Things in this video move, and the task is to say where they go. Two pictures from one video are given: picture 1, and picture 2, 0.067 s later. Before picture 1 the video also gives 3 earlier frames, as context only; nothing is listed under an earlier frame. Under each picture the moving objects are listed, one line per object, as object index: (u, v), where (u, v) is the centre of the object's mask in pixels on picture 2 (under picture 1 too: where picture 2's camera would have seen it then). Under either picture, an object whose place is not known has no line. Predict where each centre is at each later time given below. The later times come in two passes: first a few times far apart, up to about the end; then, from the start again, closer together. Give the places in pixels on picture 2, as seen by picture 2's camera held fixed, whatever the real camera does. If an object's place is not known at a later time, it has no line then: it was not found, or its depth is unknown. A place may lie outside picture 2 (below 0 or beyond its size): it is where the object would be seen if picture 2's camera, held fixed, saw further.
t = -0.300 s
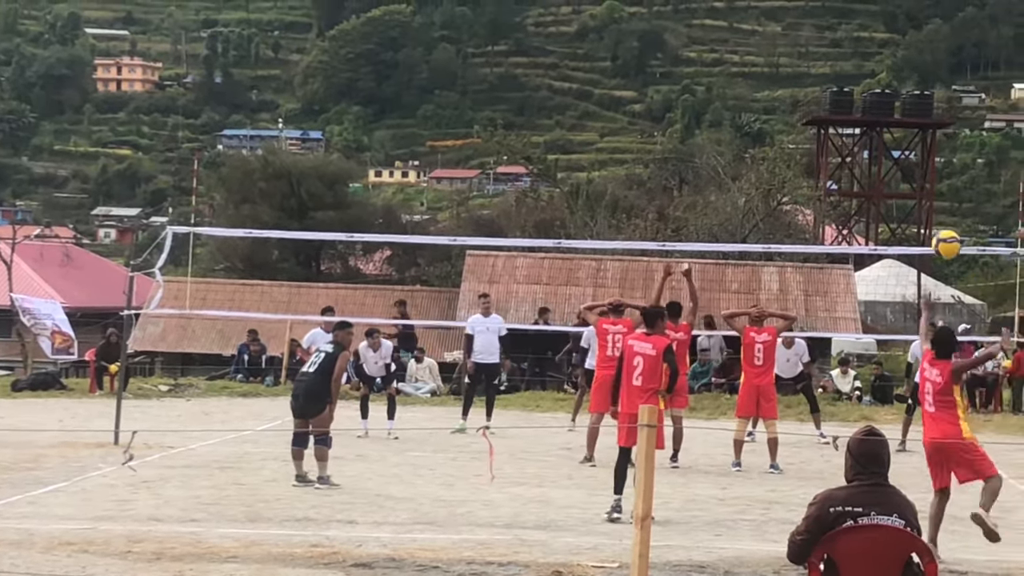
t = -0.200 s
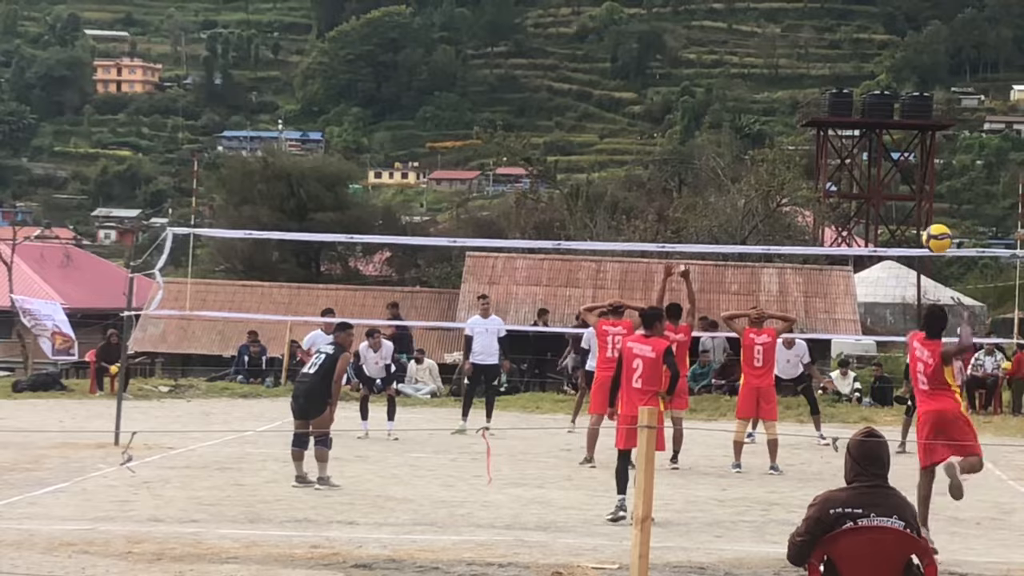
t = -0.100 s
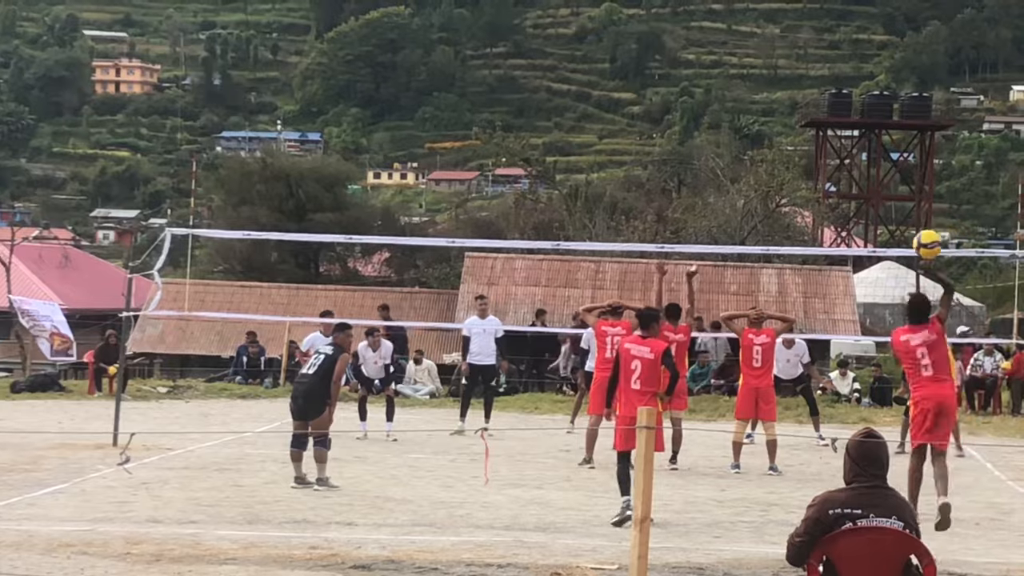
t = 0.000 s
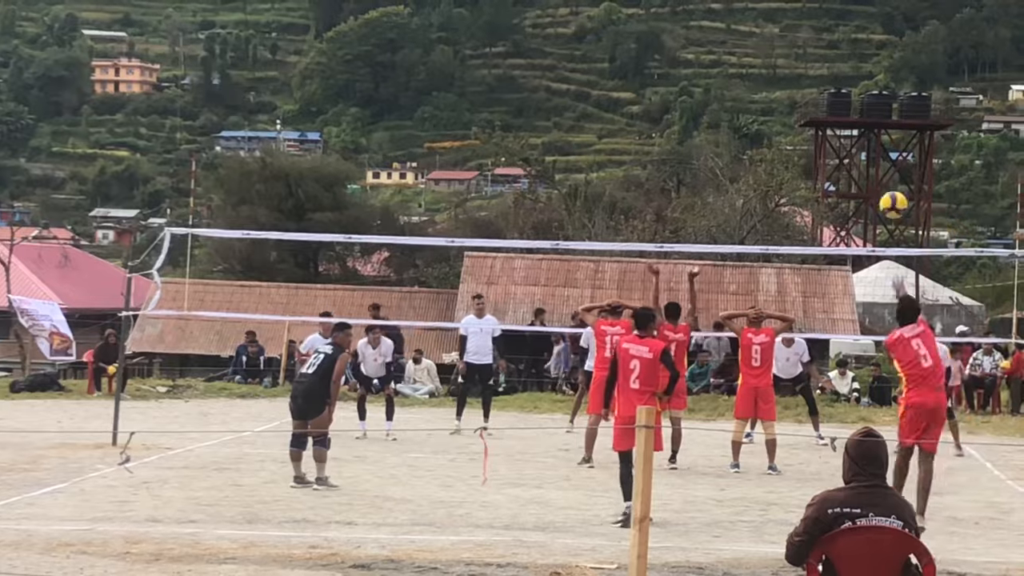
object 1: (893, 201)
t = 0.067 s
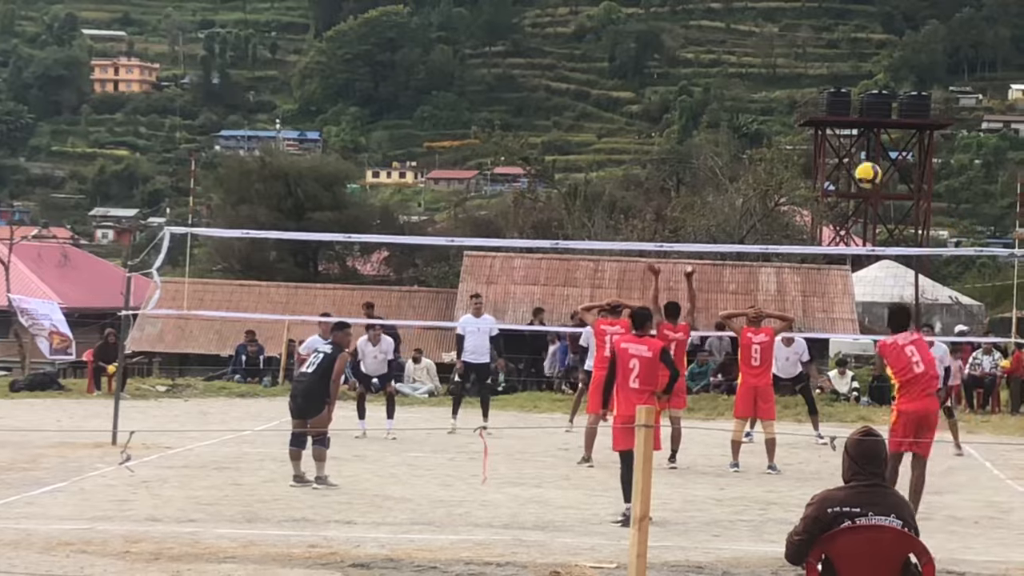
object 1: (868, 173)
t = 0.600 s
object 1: (738, 143)
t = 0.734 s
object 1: (714, 173)
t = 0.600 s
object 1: (738, 143)
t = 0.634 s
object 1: (732, 149)
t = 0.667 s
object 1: (726, 156)
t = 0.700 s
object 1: (720, 165)
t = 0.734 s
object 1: (714, 173)
